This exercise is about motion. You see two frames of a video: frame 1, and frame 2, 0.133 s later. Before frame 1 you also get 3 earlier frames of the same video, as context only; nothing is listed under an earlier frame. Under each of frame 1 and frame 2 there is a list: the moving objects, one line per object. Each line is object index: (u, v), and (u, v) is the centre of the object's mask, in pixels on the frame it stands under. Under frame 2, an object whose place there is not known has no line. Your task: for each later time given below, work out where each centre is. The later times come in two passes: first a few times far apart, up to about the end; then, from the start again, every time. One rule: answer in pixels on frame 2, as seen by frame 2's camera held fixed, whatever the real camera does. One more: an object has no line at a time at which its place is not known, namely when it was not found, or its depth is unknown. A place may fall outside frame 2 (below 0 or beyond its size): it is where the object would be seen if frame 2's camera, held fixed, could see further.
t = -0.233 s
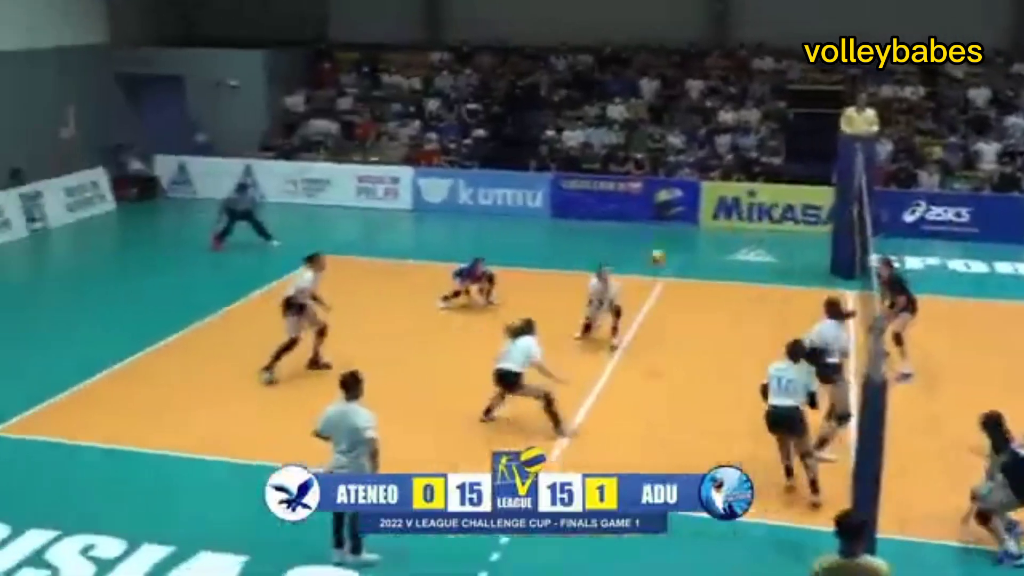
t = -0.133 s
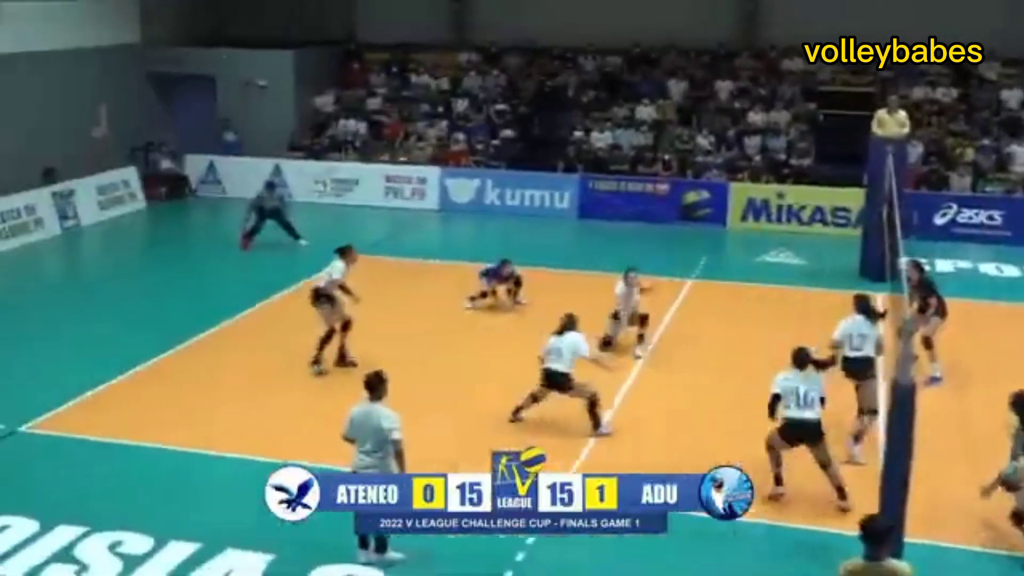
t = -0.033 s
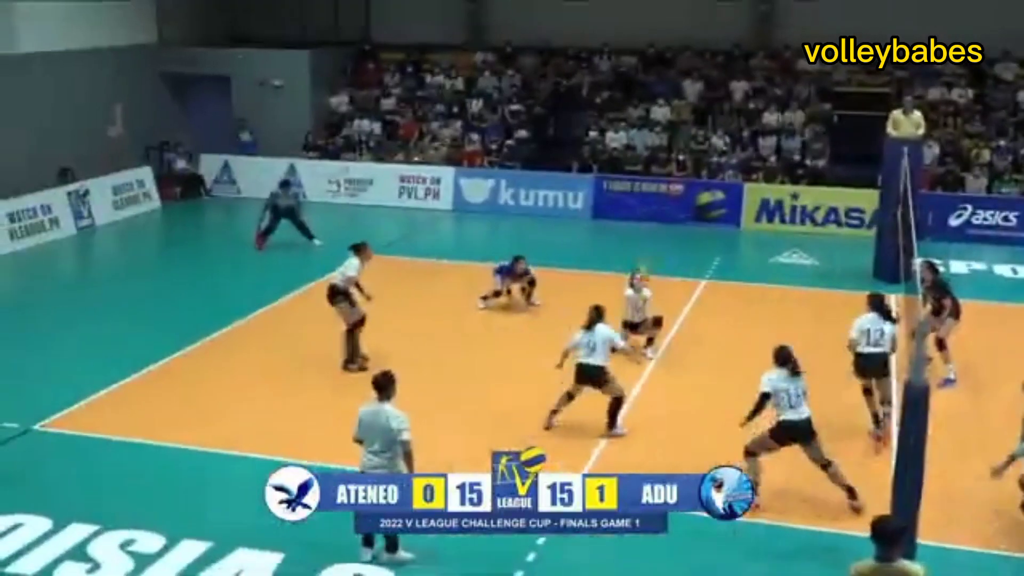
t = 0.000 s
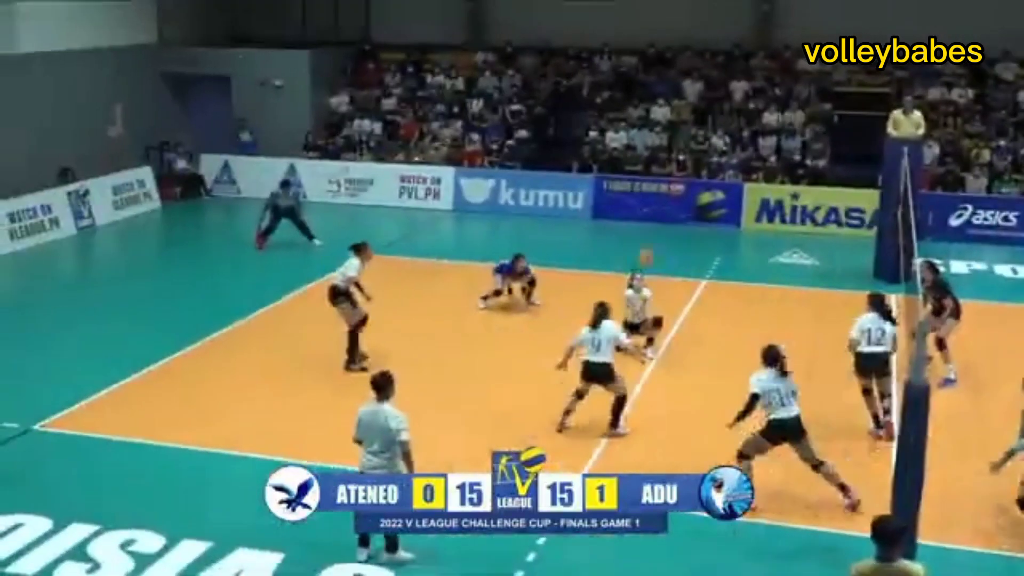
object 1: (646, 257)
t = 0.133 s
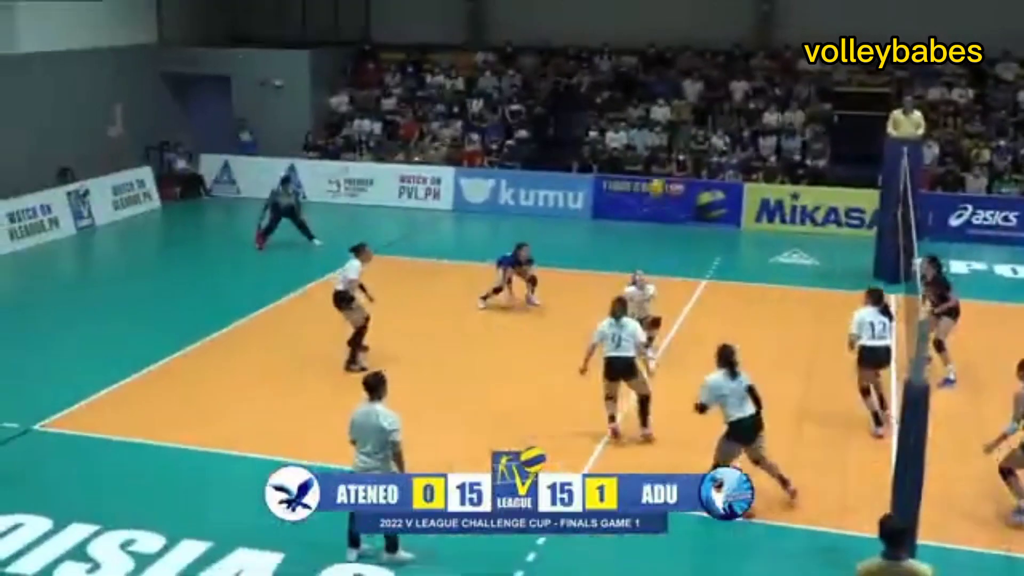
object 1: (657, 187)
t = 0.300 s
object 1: (669, 120)
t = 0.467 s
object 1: (680, 69)
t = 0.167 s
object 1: (659, 171)
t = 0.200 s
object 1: (661, 159)
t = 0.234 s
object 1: (662, 144)
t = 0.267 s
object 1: (668, 130)
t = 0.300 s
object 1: (669, 120)
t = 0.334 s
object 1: (671, 103)
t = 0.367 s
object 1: (673, 96)
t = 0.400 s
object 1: (675, 87)
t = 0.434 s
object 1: (677, 64)
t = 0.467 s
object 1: (680, 69)
